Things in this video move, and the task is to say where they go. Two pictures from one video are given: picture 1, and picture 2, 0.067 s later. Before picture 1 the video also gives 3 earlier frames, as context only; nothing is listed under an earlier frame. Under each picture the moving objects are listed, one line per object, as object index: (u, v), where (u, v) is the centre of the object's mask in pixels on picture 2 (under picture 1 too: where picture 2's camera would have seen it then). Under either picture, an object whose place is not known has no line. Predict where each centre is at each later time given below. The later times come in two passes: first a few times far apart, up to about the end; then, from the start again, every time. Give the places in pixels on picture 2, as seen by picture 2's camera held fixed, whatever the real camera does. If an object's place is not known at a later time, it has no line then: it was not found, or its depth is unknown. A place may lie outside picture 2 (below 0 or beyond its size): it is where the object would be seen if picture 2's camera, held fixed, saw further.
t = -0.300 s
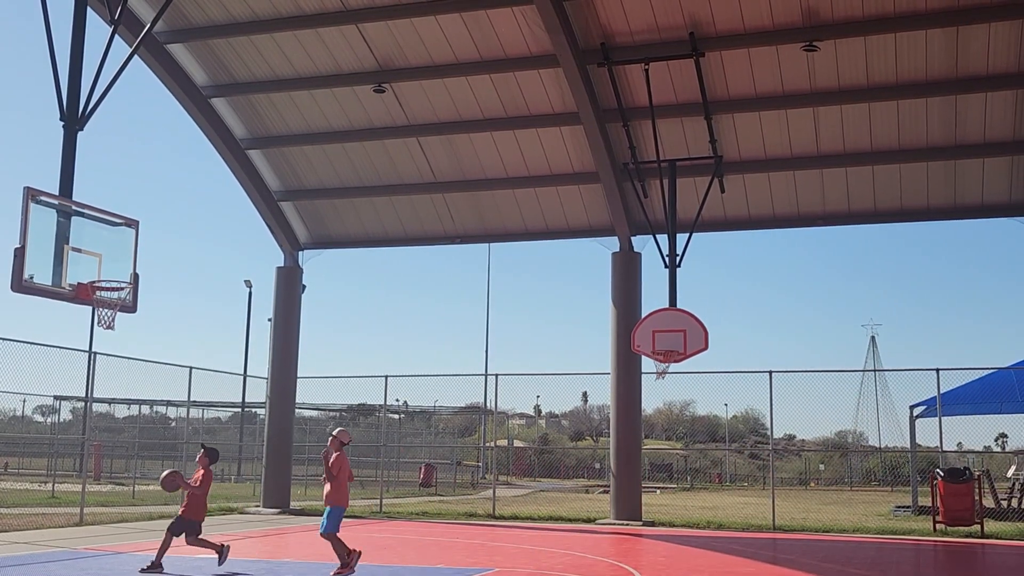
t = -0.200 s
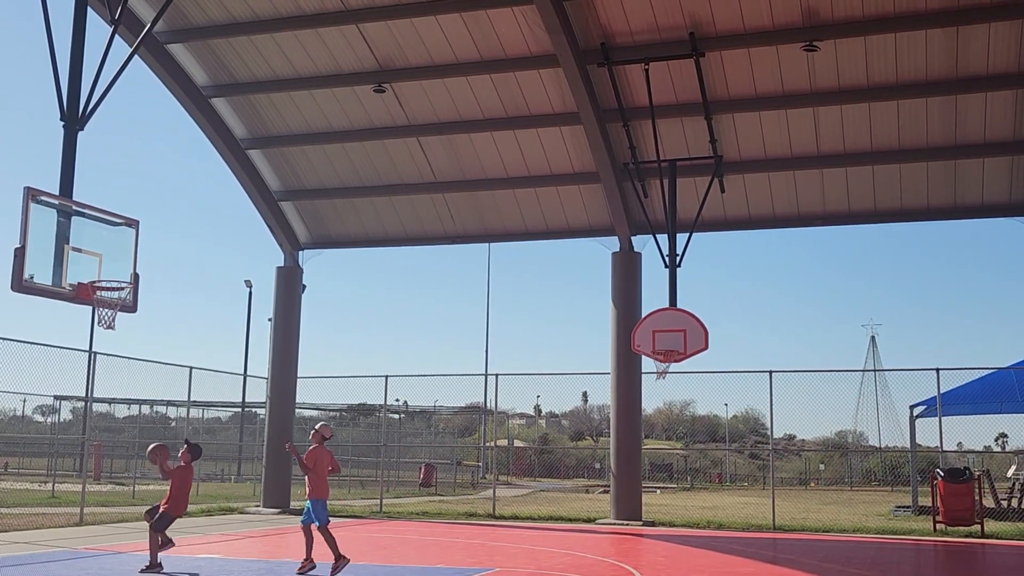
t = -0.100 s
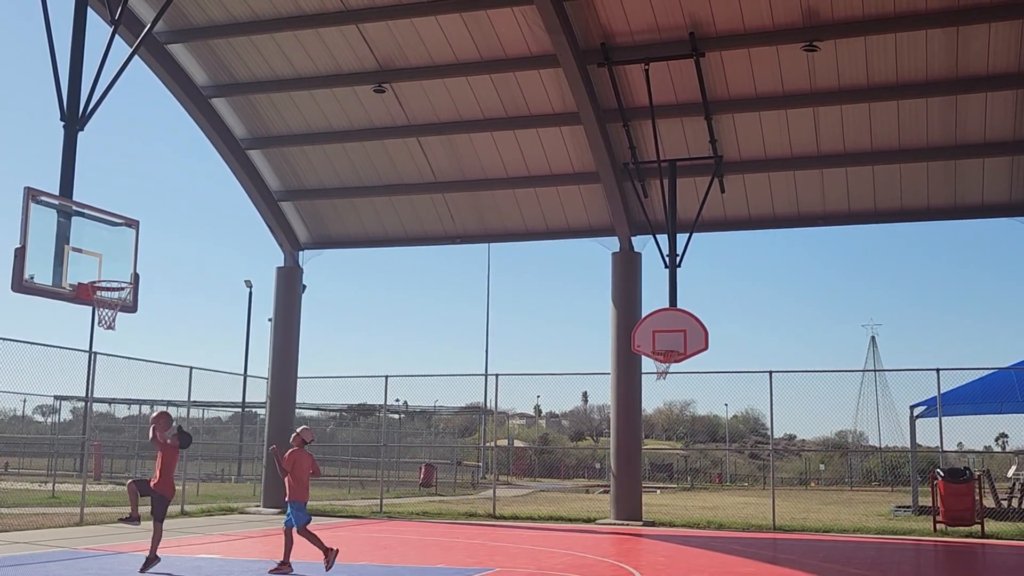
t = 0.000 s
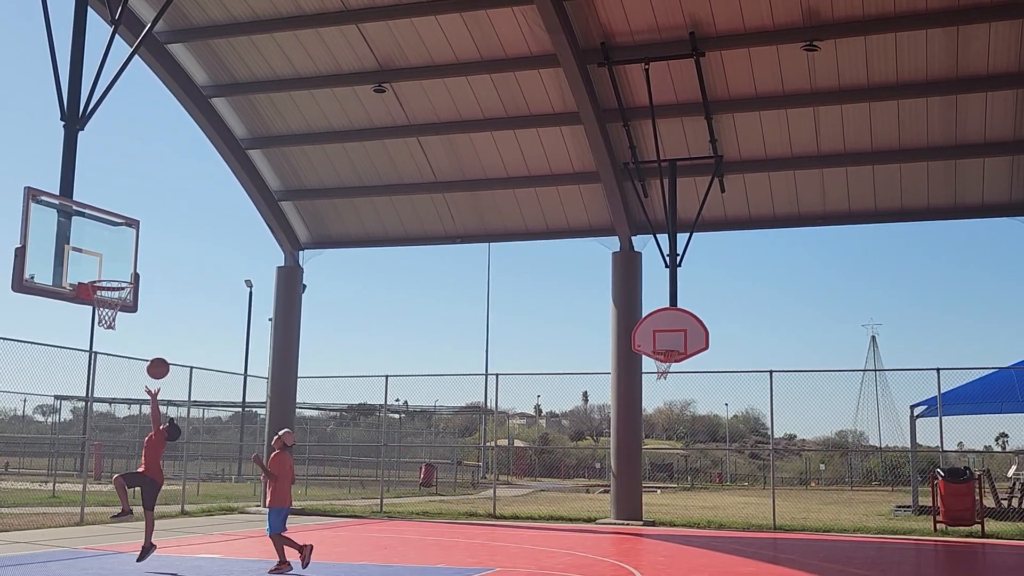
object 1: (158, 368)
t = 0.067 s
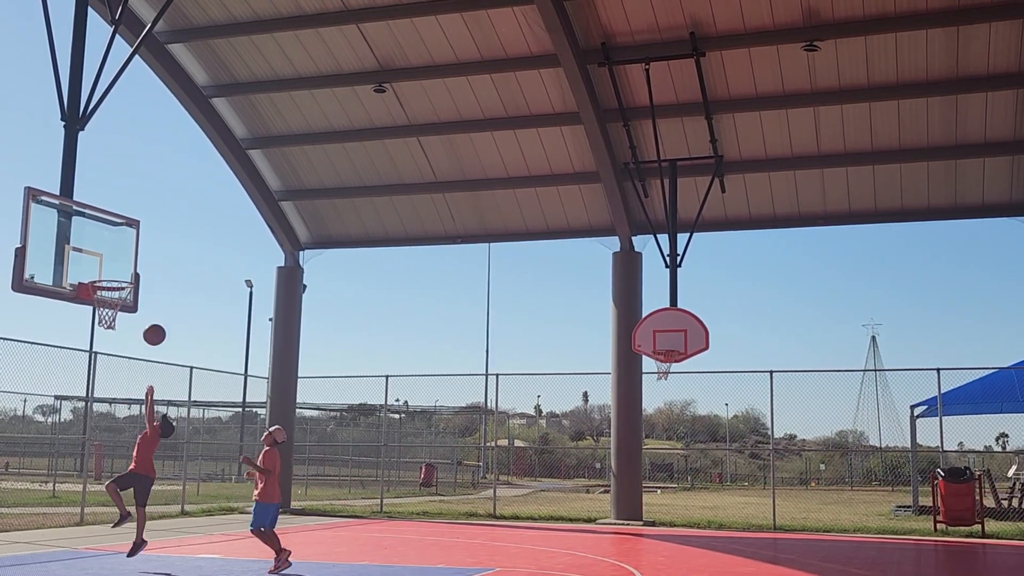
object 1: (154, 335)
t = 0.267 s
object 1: (140, 260)
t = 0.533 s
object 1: (120, 217)
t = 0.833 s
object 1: (118, 242)
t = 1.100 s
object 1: (135, 256)
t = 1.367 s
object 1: (147, 258)
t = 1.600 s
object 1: (154, 309)
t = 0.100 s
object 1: (152, 320)
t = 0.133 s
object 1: (150, 306)
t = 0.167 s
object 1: (148, 293)
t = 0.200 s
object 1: (146, 281)
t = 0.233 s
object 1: (143, 270)
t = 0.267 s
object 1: (140, 260)
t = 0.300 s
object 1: (138, 251)
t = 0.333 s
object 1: (135, 244)
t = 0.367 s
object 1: (133, 237)
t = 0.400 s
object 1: (131, 230)
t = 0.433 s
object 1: (128, 226)
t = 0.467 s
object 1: (126, 222)
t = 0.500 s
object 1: (123, 219)
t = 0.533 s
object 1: (120, 217)
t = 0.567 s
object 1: (117, 217)
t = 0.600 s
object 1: (114, 216)
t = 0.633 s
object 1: (111, 217)
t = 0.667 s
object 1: (108, 219)
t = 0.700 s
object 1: (108, 222)
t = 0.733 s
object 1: (110, 225)
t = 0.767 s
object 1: (113, 230)
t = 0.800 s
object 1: (115, 236)
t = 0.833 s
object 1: (118, 242)
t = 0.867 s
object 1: (120, 250)
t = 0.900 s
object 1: (123, 258)
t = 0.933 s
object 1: (125, 267)
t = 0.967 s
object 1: (127, 277)
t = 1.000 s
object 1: (129, 272)
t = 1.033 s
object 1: (131, 265)
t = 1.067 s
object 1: (133, 260)
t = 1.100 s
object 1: (135, 256)
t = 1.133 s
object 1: (137, 253)
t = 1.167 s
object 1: (139, 251)
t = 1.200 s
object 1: (140, 250)
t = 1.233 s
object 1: (142, 250)
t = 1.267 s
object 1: (144, 251)
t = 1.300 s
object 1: (145, 252)
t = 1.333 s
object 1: (146, 255)
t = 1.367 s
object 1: (147, 258)
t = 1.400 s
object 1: (149, 262)
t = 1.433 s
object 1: (150, 268)
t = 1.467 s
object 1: (151, 274)
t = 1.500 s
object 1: (152, 282)
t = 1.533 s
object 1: (153, 290)
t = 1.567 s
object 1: (153, 299)
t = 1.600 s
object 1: (154, 309)
